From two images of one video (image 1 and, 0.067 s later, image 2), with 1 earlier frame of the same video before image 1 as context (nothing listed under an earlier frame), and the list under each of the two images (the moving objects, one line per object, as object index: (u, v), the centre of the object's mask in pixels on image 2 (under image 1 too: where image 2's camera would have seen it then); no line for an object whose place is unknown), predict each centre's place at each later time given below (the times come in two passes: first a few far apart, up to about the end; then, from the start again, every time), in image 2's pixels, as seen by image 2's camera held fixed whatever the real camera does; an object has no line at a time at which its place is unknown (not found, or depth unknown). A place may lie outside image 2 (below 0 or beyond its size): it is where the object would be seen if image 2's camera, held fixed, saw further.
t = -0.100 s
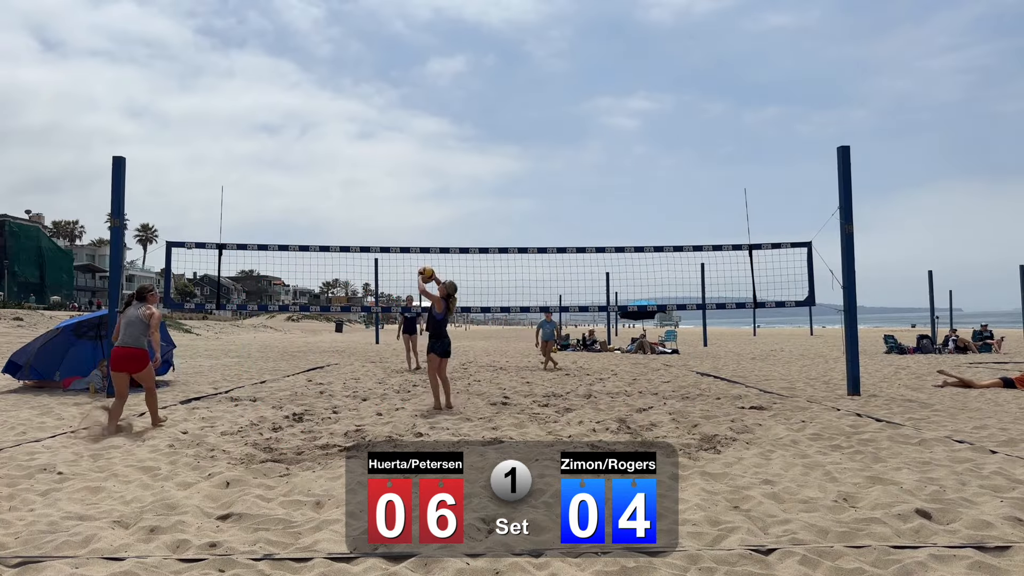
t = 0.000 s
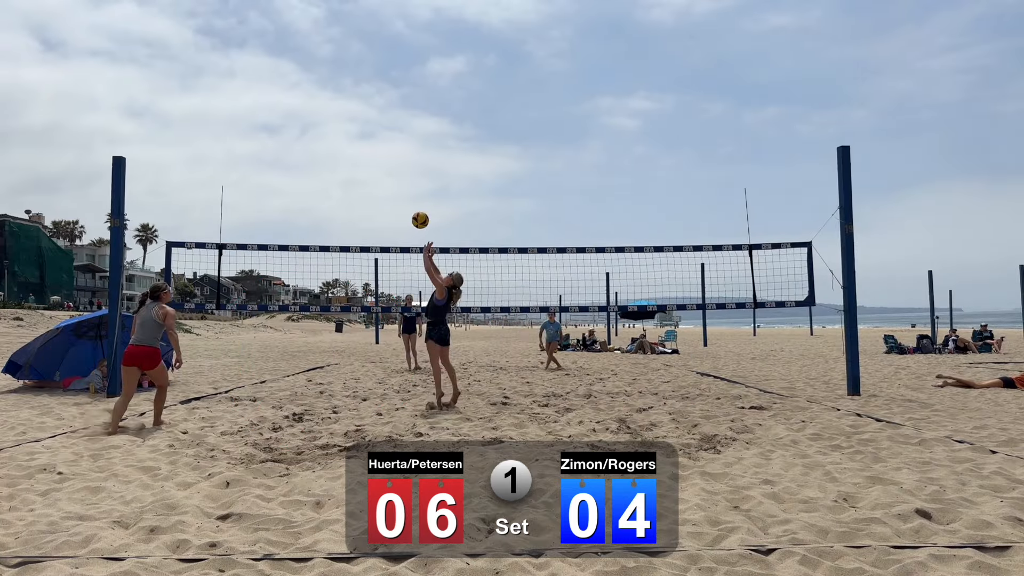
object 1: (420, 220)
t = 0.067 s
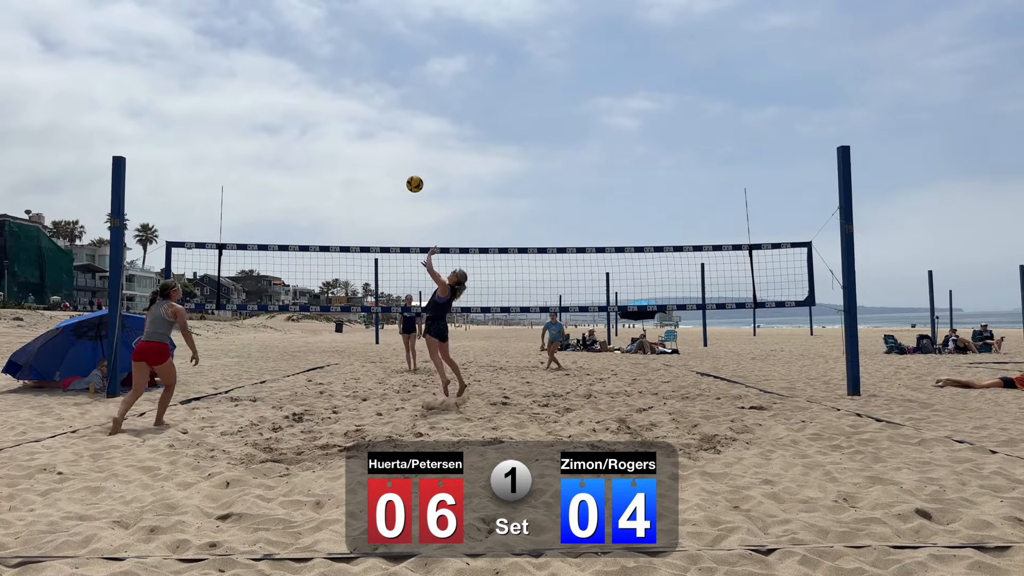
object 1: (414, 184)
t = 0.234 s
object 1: (401, 112)
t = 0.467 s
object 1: (384, 55)
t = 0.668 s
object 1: (370, 40)
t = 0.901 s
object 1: (355, 60)
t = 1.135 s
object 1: (341, 116)
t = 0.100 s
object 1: (412, 167)
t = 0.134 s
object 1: (409, 152)
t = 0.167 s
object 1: (406, 138)
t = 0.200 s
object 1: (404, 125)
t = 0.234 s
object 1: (401, 112)
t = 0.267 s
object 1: (399, 101)
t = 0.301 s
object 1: (396, 91)
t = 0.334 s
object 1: (394, 82)
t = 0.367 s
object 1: (391, 74)
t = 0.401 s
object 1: (389, 67)
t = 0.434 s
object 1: (386, 60)
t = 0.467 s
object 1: (384, 55)
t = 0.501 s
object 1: (381, 50)
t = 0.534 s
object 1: (379, 46)
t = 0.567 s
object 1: (376, 43)
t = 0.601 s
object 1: (374, 41)
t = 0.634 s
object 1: (372, 40)
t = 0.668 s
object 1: (370, 40)
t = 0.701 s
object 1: (368, 40)
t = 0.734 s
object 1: (365, 42)
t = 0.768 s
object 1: (363, 44)
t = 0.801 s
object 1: (361, 47)
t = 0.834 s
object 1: (359, 50)
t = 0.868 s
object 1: (357, 55)
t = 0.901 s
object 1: (355, 60)
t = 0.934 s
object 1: (353, 66)
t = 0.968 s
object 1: (350, 72)
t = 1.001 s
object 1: (348, 80)
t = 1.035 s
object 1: (346, 88)
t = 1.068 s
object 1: (345, 96)
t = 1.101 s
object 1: (343, 106)
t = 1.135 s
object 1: (341, 116)
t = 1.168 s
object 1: (338, 127)
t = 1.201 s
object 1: (337, 138)
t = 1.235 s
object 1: (335, 150)
